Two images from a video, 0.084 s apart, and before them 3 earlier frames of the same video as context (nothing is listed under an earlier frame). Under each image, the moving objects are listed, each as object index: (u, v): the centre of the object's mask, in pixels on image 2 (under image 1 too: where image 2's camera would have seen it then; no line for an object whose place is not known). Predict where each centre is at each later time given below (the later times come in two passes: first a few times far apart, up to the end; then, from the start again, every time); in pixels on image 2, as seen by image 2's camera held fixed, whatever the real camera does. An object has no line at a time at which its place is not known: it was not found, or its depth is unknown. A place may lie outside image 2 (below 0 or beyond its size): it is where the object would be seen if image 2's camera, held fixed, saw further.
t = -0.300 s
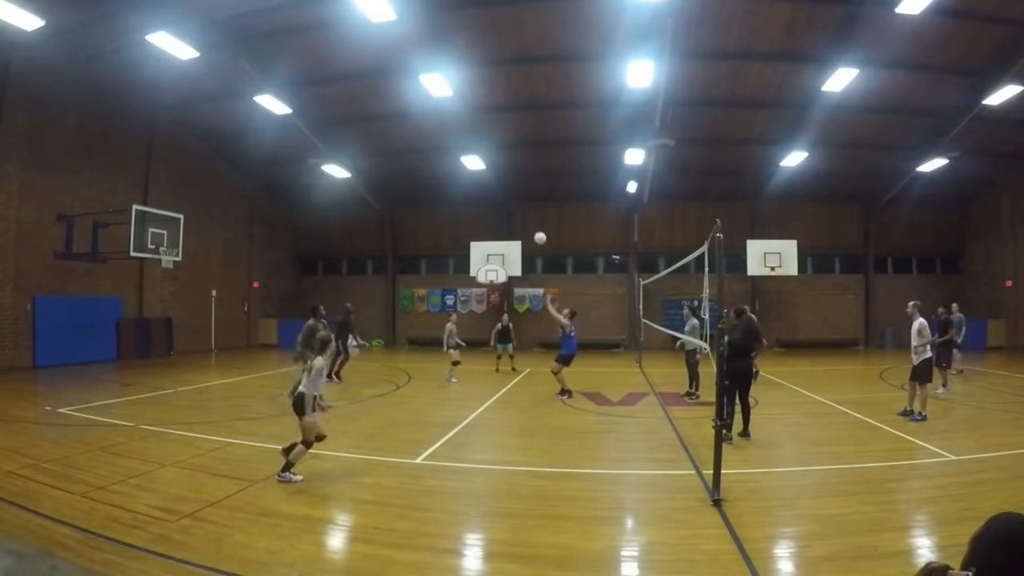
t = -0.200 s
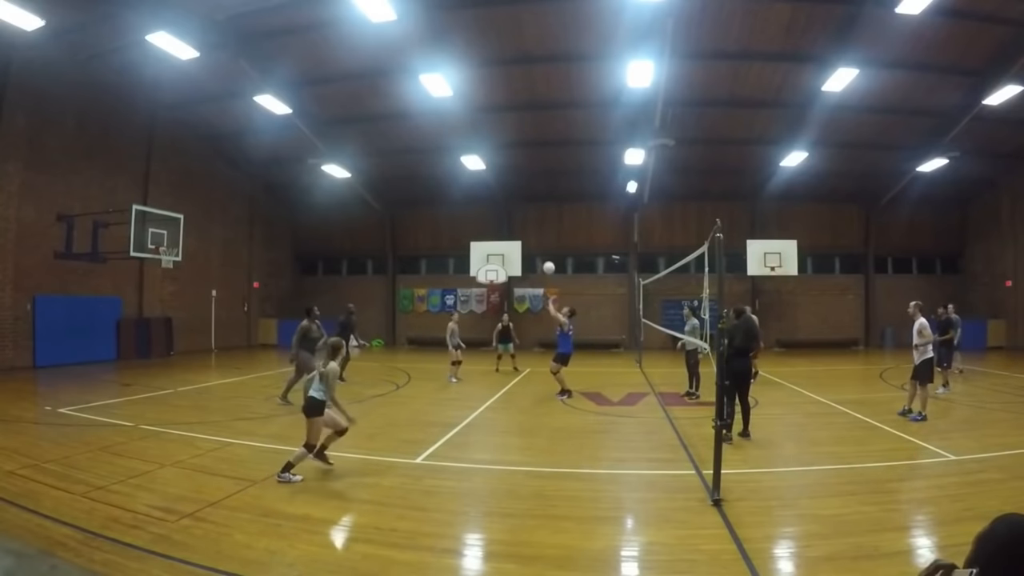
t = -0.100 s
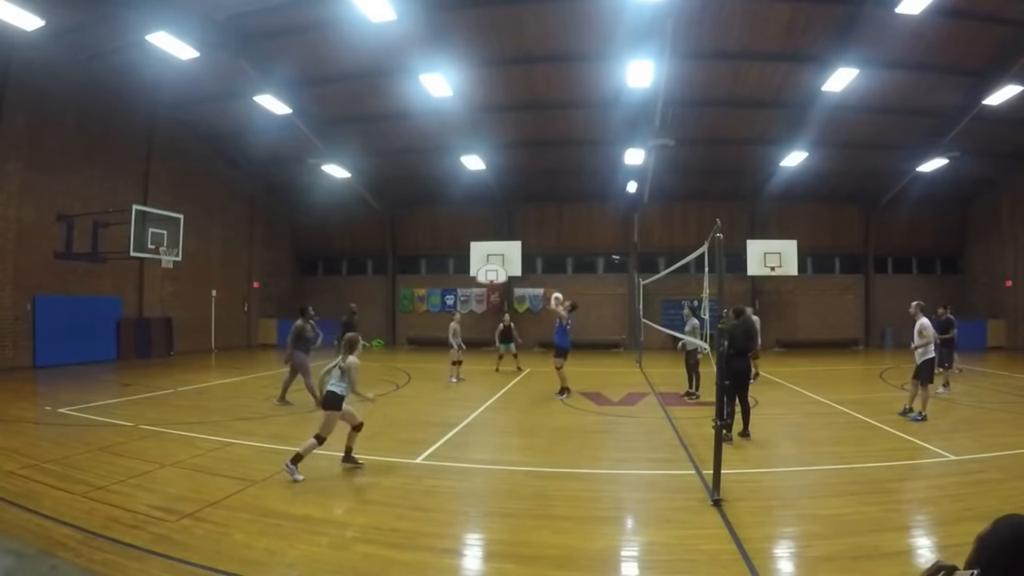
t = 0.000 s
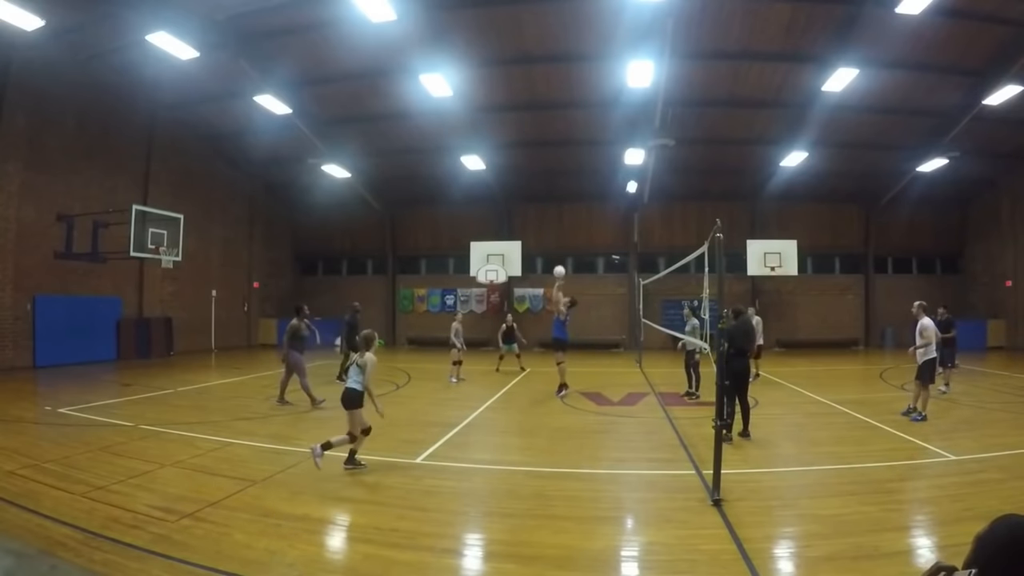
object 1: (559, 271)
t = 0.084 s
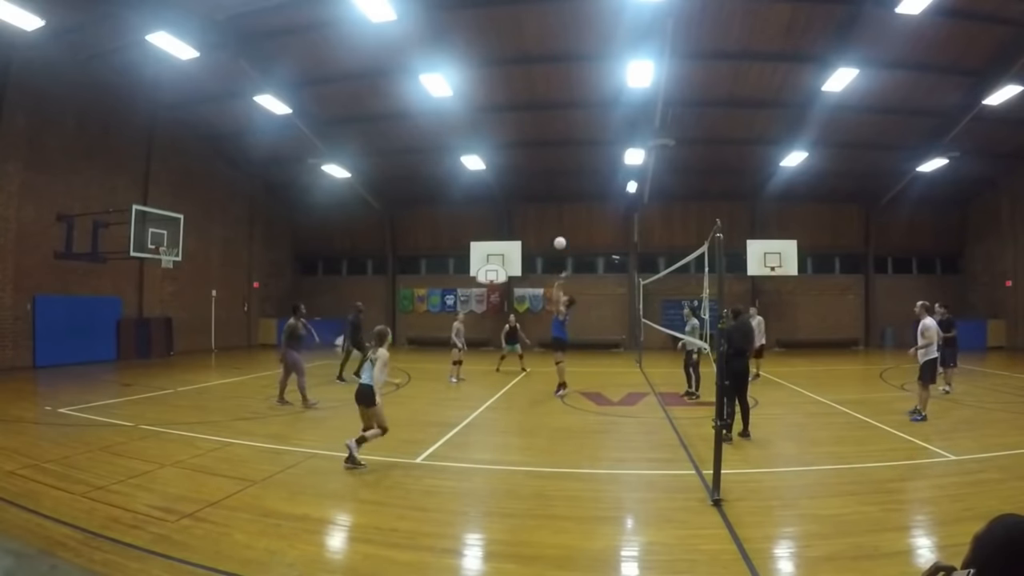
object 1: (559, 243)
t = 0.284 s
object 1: (561, 187)
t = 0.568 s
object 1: (564, 142)
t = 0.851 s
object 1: (568, 141)
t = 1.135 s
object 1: (572, 191)
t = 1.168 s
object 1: (573, 201)
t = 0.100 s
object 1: (559, 238)
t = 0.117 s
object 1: (560, 232)
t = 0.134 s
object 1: (560, 227)
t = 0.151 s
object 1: (560, 222)
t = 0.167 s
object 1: (560, 217)
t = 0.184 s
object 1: (560, 213)
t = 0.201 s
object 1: (560, 208)
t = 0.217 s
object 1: (561, 204)
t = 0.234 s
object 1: (561, 199)
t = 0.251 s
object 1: (561, 195)
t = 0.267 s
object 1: (561, 191)
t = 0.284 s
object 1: (561, 187)
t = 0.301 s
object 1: (561, 184)
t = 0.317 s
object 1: (561, 180)
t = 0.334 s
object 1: (562, 176)
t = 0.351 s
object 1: (562, 173)
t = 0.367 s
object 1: (562, 170)
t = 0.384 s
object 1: (562, 167)
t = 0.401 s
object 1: (562, 164)
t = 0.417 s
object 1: (562, 161)
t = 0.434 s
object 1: (563, 158)
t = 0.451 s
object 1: (563, 156)
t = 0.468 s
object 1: (563, 154)
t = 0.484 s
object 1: (563, 151)
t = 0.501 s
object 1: (563, 149)
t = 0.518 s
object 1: (564, 147)
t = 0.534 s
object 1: (564, 145)
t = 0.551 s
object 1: (564, 144)
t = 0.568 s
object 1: (564, 142)
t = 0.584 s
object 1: (564, 141)
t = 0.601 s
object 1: (564, 140)
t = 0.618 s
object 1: (565, 139)
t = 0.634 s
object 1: (565, 138)
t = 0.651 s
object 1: (565, 137)
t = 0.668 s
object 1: (565, 137)
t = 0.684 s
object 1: (565, 136)
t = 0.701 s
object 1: (566, 136)
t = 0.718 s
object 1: (566, 136)
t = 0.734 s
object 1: (566, 136)
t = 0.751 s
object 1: (566, 136)
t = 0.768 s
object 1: (566, 136)
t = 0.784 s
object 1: (567, 137)
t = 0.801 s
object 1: (567, 138)
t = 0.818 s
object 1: (567, 139)
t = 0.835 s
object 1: (567, 139)
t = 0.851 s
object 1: (568, 141)
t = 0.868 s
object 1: (568, 142)
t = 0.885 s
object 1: (568, 144)
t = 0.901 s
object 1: (568, 146)
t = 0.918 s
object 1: (569, 147)
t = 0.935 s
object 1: (569, 149)
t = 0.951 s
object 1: (569, 152)
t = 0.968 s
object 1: (570, 155)
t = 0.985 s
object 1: (570, 157)
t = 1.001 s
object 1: (570, 160)
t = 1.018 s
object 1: (571, 163)
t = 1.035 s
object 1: (571, 166)
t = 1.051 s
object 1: (571, 170)
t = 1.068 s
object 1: (571, 174)
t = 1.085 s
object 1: (571, 178)
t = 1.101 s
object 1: (572, 182)
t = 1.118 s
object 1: (572, 186)
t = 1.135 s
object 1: (572, 191)
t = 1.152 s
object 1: (572, 196)
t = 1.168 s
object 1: (573, 201)
